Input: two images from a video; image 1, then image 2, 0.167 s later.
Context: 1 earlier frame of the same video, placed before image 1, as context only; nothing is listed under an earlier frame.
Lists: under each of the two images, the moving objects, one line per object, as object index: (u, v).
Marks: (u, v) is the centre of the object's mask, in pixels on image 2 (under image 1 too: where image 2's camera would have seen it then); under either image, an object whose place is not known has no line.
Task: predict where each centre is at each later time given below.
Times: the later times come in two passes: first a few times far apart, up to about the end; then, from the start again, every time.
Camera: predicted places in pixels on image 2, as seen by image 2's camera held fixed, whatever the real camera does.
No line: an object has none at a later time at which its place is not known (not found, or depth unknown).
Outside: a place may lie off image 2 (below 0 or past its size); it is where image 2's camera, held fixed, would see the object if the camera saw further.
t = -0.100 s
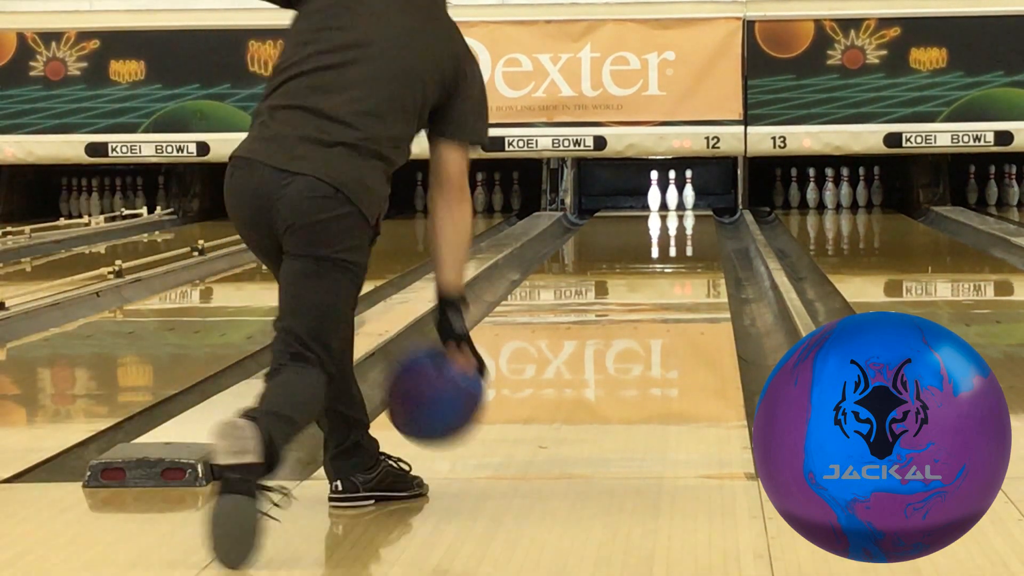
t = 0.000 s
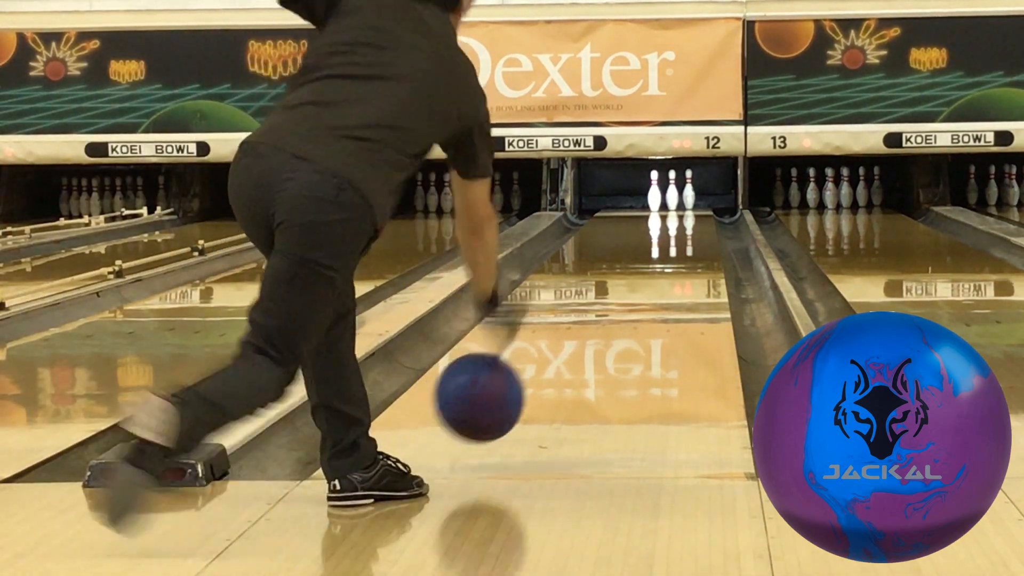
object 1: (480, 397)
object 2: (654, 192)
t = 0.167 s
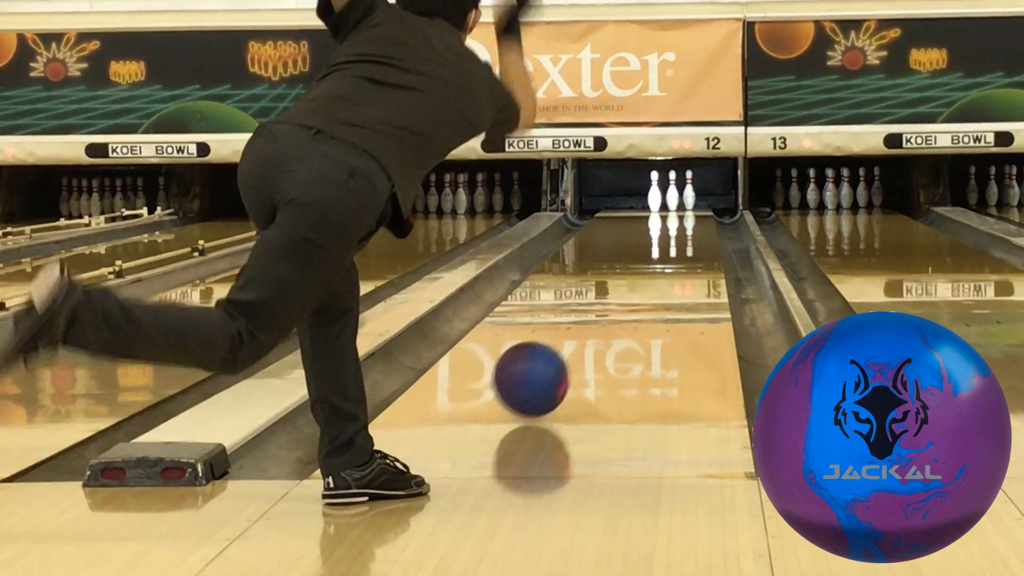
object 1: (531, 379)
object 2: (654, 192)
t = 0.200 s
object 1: (539, 374)
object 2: (654, 192)
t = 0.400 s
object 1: (581, 337)
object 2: (654, 192)
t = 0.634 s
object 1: (616, 304)
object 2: (654, 193)
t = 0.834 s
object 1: (638, 284)
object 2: (654, 193)
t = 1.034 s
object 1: (655, 267)
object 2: (654, 193)
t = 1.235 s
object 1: (669, 253)
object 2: (654, 193)
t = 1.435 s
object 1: (680, 242)
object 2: (654, 193)
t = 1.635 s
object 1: (688, 233)
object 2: (654, 193)
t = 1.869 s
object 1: (694, 225)
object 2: (654, 193)
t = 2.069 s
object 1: (695, 218)
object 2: (654, 193)
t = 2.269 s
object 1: (693, 211)
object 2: (654, 193)
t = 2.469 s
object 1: (688, 207)
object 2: (654, 193)
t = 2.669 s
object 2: (654, 193)
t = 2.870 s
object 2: (653, 193)
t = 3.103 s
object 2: (630, 195)
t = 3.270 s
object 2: (617, 204)
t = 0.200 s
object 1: (539, 374)
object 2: (654, 192)
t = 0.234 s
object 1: (547, 367)
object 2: (654, 192)
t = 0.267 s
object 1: (554, 361)
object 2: (654, 192)
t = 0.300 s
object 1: (562, 354)
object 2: (654, 192)
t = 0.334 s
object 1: (568, 349)
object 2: (655, 192)
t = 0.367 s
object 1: (575, 343)
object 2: (654, 192)
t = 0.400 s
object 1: (581, 337)
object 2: (654, 192)
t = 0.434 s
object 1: (587, 332)
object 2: (654, 193)
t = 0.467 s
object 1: (592, 326)
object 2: (654, 192)
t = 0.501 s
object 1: (597, 322)
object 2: (654, 193)
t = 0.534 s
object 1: (602, 317)
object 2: (654, 192)
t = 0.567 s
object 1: (607, 313)
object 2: (654, 193)
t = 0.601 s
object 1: (611, 309)
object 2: (654, 193)
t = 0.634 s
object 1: (616, 304)
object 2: (654, 193)
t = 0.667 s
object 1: (620, 300)
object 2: (654, 193)
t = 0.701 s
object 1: (624, 297)
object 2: (654, 193)
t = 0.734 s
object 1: (627, 293)
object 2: (654, 193)
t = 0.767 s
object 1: (631, 290)
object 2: (654, 193)
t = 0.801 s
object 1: (634, 287)
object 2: (654, 193)
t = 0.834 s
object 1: (638, 284)
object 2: (654, 193)
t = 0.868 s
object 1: (641, 280)
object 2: (654, 193)
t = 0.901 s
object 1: (644, 277)
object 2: (654, 193)
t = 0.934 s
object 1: (646, 274)
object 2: (654, 193)
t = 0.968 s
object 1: (649, 272)
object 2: (654, 193)
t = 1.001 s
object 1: (652, 269)
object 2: (654, 193)
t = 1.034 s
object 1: (655, 267)
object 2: (654, 193)
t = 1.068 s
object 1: (657, 264)
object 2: (654, 193)
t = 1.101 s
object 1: (660, 262)
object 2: (654, 193)
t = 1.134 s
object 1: (662, 260)
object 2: (654, 193)
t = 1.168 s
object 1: (665, 257)
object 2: (654, 193)
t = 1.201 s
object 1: (667, 255)
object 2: (654, 193)
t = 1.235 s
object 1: (669, 253)
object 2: (654, 193)
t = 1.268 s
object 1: (670, 251)
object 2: (654, 193)
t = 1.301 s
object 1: (673, 249)
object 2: (654, 193)
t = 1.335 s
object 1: (675, 247)
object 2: (654, 193)
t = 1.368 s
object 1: (676, 245)
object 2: (654, 193)
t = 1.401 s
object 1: (678, 244)
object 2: (654, 193)
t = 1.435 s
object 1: (680, 242)
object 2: (654, 193)
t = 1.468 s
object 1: (681, 240)
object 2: (654, 193)
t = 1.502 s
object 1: (683, 239)
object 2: (654, 193)
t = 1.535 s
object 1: (684, 237)
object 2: (654, 193)
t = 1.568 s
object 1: (685, 236)
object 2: (654, 193)
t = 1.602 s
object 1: (687, 235)
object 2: (654, 193)
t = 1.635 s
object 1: (688, 233)
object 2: (654, 193)
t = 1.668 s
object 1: (689, 232)
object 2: (654, 193)
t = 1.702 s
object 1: (690, 231)
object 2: (654, 193)
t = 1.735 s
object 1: (691, 230)
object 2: (654, 193)
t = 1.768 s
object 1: (692, 229)
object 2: (654, 193)
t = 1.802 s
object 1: (692, 227)
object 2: (654, 193)
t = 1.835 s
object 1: (693, 226)
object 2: (654, 193)
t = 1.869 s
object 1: (694, 225)
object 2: (654, 193)
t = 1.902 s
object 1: (694, 224)
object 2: (654, 193)
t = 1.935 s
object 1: (695, 222)
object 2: (654, 193)
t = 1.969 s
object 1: (695, 221)
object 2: (654, 193)
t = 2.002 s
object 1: (695, 220)
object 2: (654, 193)
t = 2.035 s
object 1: (695, 219)
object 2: (654, 193)
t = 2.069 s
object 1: (695, 218)
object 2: (654, 193)
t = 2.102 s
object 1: (695, 217)
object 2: (654, 193)
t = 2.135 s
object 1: (695, 216)
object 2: (654, 193)
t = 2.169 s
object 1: (695, 215)
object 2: (654, 193)
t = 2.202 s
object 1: (695, 214)
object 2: (654, 193)
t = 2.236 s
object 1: (694, 212)
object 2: (654, 193)
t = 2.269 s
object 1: (693, 211)
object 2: (654, 193)
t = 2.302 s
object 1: (692, 210)
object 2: (654, 193)
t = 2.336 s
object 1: (691, 210)
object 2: (654, 193)
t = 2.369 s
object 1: (691, 209)
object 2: (654, 193)
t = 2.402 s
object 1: (690, 208)
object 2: (654, 193)
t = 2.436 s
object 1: (689, 207)
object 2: (654, 193)
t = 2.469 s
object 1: (688, 207)
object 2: (654, 193)
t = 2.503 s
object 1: (686, 206)
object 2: (654, 193)
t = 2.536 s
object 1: (685, 205)
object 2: (654, 193)
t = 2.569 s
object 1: (684, 205)
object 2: (654, 193)
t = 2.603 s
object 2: (654, 193)
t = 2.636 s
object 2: (654, 193)
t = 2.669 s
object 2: (654, 193)
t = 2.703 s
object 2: (654, 193)
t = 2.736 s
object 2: (654, 193)
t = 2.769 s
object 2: (654, 193)
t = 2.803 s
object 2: (654, 193)
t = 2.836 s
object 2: (654, 192)
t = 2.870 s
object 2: (653, 193)
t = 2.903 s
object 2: (650, 193)
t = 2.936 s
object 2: (646, 193)
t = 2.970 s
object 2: (643, 193)
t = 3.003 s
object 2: (639, 193)
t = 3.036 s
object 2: (636, 194)
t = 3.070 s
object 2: (633, 194)
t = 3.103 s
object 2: (630, 195)
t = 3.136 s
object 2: (627, 196)
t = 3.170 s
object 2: (624, 198)
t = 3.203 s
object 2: (622, 201)
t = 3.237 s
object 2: (620, 205)
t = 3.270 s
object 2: (617, 204)
